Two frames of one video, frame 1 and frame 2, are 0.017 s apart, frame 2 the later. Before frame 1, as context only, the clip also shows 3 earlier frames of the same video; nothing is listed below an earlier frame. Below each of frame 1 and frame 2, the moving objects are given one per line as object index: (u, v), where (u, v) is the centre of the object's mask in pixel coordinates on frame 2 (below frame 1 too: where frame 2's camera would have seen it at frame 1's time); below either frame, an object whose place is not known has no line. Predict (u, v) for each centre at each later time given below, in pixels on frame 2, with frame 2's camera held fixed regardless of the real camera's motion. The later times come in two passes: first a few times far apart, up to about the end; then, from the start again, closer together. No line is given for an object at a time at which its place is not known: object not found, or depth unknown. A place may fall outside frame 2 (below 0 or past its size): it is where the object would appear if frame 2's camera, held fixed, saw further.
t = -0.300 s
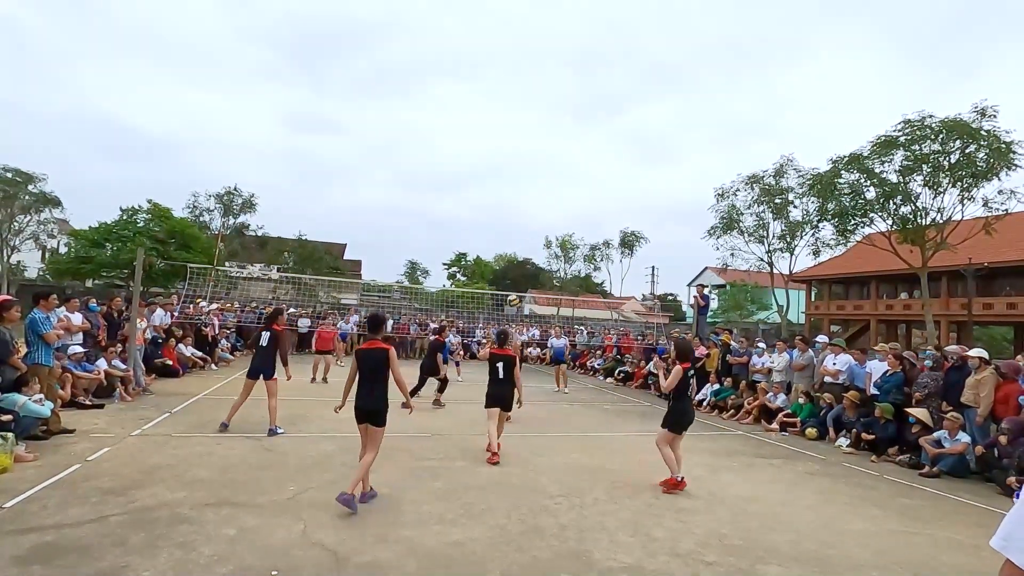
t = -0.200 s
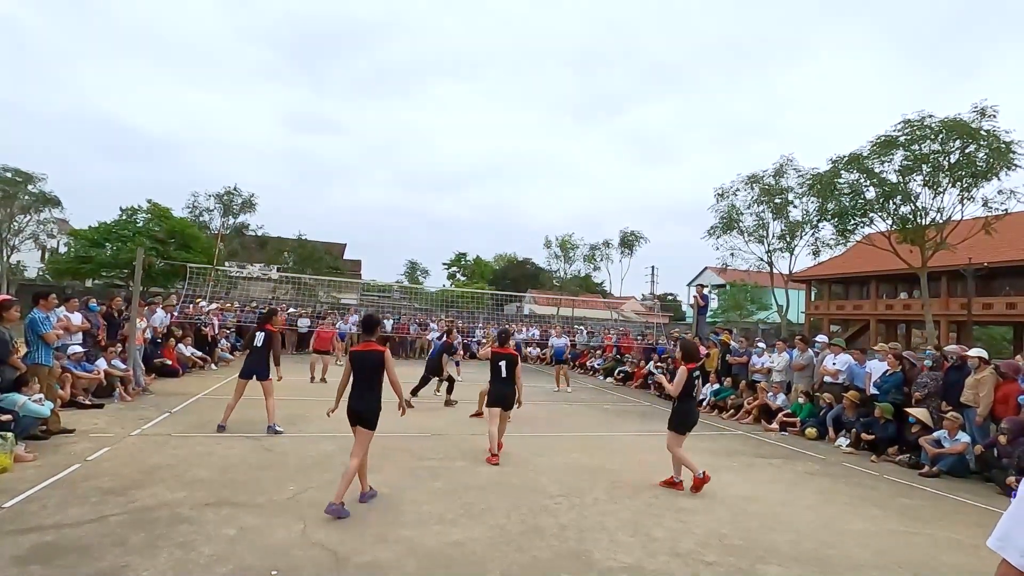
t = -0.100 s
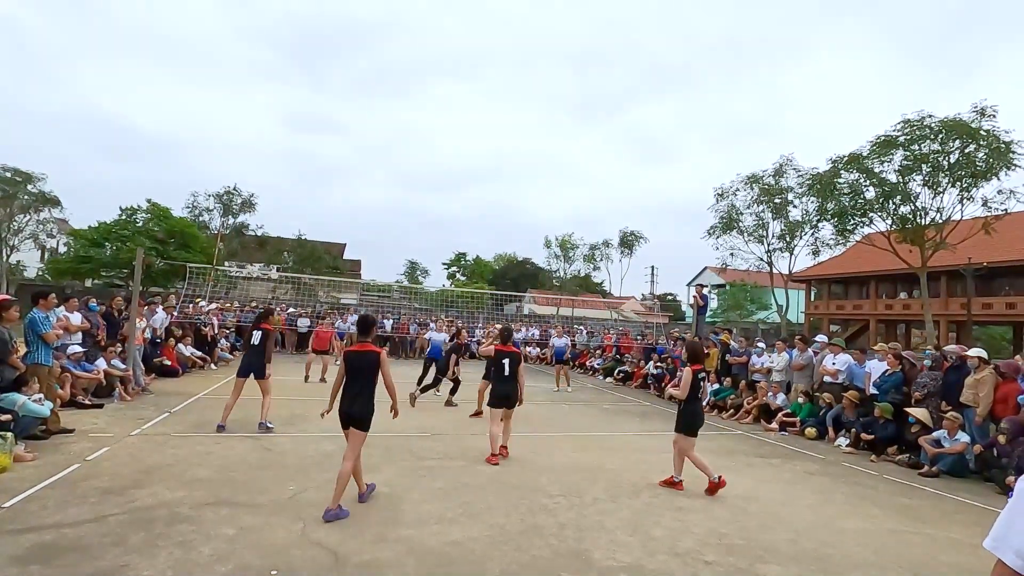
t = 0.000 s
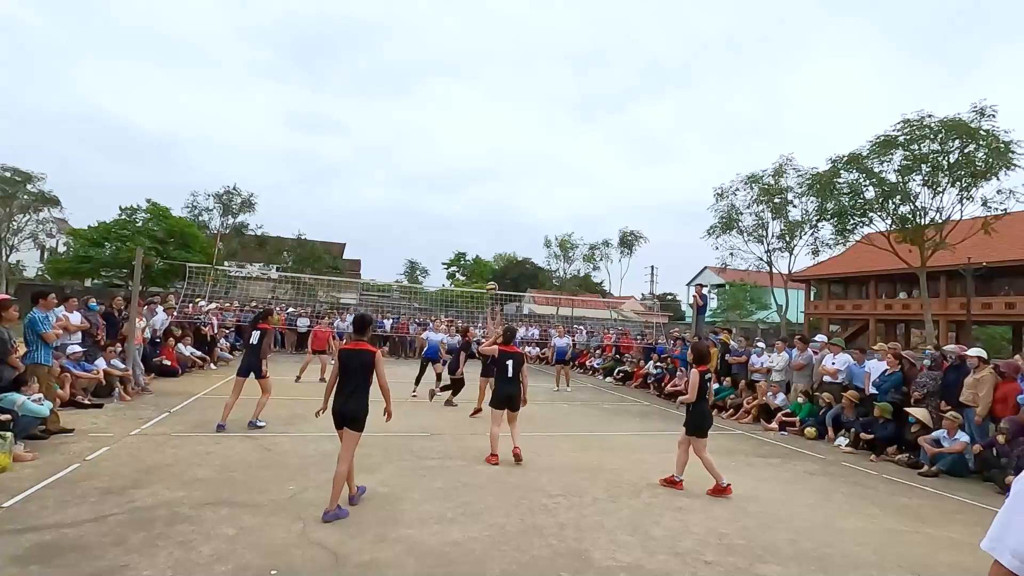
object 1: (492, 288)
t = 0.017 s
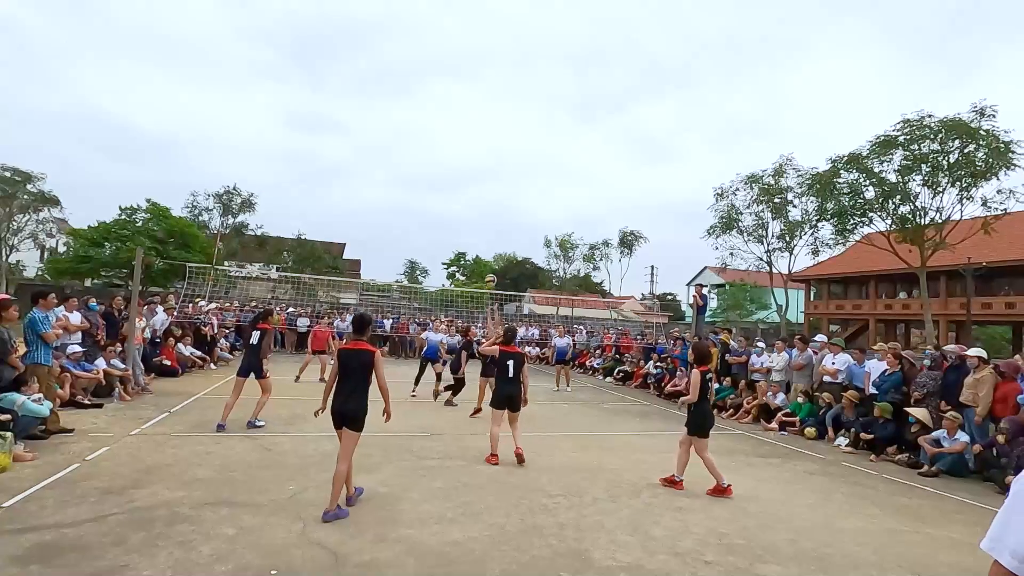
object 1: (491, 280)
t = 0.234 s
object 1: (473, 201)
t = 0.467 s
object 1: (454, 150)
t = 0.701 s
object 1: (435, 129)
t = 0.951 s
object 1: (415, 139)
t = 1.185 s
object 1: (396, 179)
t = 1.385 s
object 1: (380, 234)
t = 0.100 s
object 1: (484, 246)
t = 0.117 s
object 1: (483, 240)
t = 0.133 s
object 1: (481, 234)
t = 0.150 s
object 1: (480, 228)
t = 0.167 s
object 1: (479, 222)
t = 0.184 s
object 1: (477, 217)
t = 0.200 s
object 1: (476, 211)
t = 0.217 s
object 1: (474, 206)
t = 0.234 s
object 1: (473, 201)
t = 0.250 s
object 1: (472, 197)
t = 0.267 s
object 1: (470, 192)
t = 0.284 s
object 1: (469, 188)
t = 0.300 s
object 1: (467, 184)
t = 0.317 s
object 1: (466, 179)
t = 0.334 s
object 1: (464, 175)
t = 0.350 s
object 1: (463, 172)
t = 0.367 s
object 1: (462, 168)
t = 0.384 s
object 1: (461, 165)
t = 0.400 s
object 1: (459, 161)
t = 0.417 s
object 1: (458, 158)
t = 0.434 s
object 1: (457, 155)
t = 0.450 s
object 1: (455, 152)
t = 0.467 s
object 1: (454, 150)
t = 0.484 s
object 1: (453, 147)
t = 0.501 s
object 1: (451, 145)
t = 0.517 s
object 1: (450, 143)
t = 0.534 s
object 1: (449, 141)
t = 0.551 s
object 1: (447, 139)
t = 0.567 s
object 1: (446, 137)
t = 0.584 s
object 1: (445, 136)
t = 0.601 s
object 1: (443, 134)
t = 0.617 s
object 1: (442, 133)
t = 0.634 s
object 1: (441, 132)
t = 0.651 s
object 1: (439, 131)
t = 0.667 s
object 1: (438, 130)
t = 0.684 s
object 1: (437, 129)
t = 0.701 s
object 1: (435, 129)
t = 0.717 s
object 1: (434, 128)
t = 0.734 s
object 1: (433, 128)
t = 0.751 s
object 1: (431, 128)
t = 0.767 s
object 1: (430, 128)
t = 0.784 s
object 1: (429, 129)
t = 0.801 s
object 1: (427, 129)
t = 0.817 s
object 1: (426, 129)
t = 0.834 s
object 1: (424, 130)
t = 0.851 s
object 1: (423, 131)
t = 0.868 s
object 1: (422, 132)
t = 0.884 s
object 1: (420, 133)
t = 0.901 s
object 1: (419, 135)
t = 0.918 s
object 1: (417, 136)
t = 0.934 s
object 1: (416, 138)
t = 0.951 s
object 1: (415, 139)
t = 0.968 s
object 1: (413, 141)
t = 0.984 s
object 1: (412, 143)
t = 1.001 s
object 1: (411, 145)
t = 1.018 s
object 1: (409, 148)
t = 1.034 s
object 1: (408, 150)
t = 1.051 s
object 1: (407, 153)
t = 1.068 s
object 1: (405, 156)
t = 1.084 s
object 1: (404, 158)
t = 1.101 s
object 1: (403, 161)
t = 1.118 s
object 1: (401, 165)
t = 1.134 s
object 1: (400, 168)
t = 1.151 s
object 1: (399, 171)
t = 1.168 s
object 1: (397, 175)
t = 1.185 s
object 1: (396, 179)
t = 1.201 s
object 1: (394, 182)
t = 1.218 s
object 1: (393, 187)
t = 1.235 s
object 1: (392, 191)
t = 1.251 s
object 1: (390, 195)
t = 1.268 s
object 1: (389, 199)
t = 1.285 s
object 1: (388, 204)
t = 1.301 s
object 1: (387, 209)
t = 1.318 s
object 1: (385, 213)
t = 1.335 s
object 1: (384, 219)
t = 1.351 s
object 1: (383, 224)
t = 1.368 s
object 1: (381, 229)
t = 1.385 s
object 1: (380, 234)
